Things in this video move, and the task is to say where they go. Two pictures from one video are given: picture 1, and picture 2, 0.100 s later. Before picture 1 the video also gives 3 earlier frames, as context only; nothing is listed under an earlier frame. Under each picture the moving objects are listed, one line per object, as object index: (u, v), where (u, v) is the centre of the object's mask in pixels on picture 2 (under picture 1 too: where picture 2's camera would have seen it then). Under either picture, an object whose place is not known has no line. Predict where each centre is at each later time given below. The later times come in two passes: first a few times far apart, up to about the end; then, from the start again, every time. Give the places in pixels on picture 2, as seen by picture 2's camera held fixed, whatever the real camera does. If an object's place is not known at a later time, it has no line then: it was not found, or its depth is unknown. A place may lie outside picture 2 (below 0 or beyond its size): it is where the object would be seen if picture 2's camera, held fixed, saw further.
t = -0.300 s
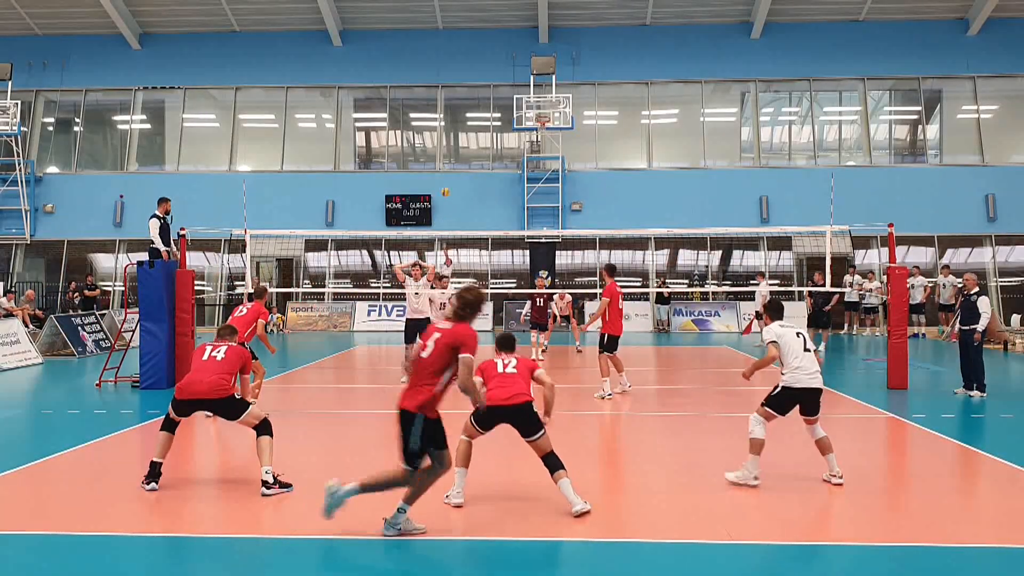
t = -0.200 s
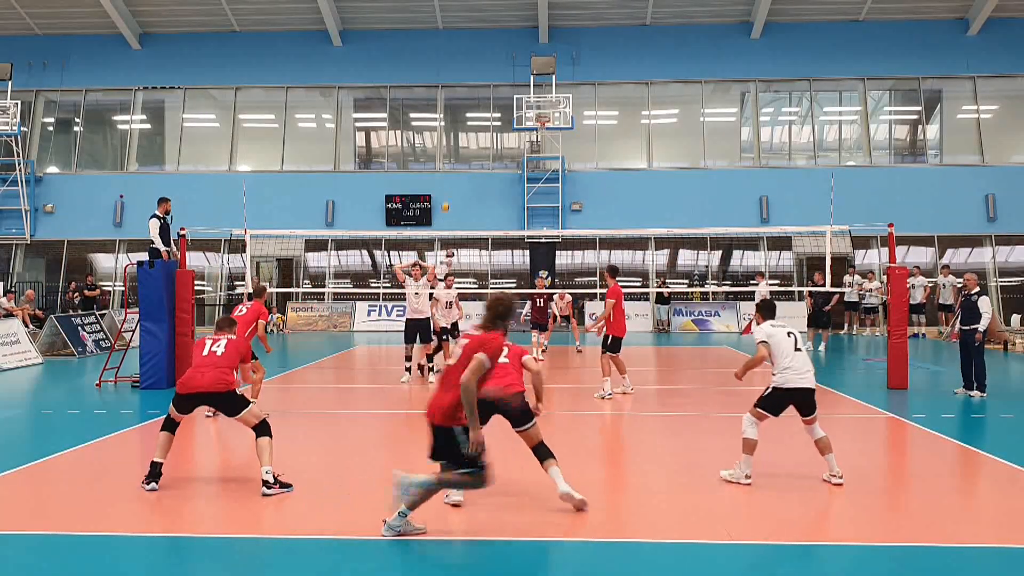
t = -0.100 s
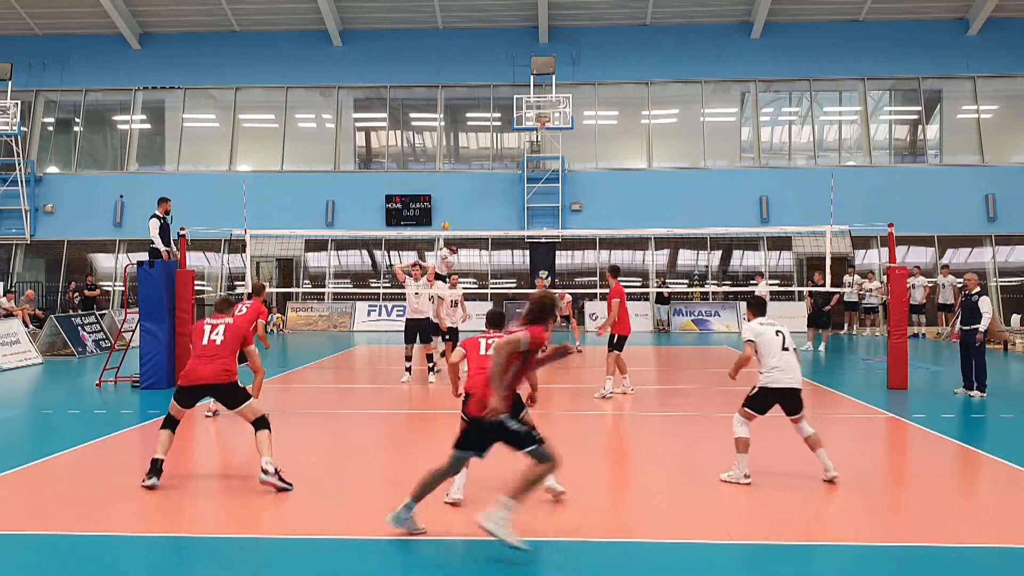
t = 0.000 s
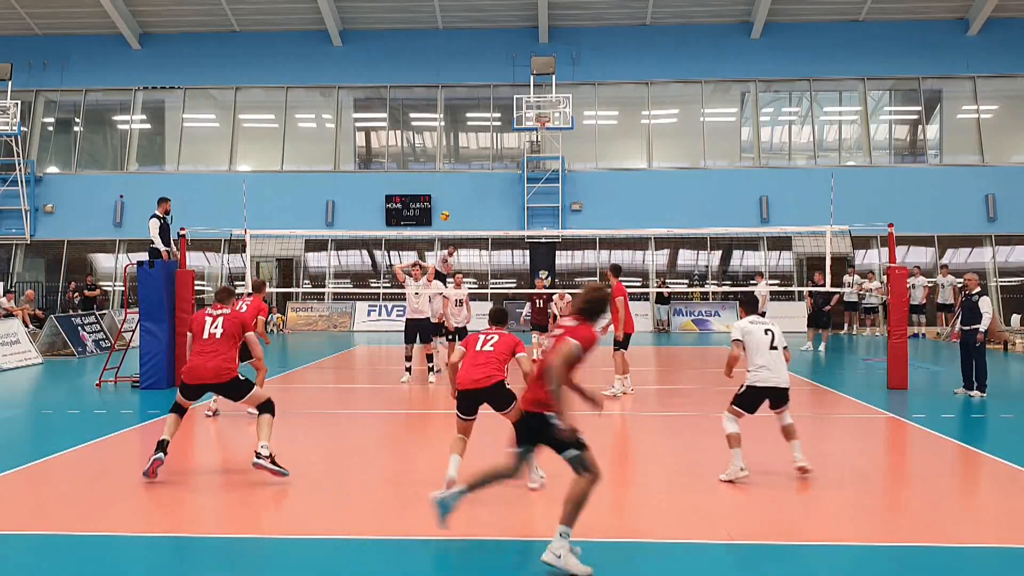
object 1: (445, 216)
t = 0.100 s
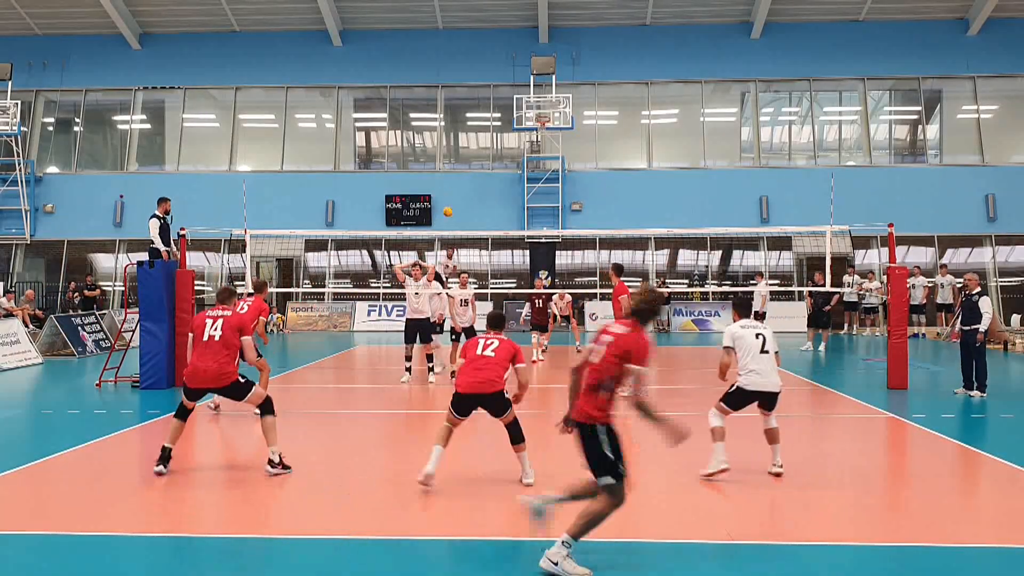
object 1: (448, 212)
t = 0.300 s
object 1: (463, 229)
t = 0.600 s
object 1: (488, 213)
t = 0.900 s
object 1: (517, 256)
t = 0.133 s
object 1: (449, 212)
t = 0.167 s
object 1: (452, 214)
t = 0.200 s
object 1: (454, 218)
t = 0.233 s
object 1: (457, 223)
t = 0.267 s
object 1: (461, 227)
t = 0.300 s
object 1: (463, 229)
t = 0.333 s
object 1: (466, 225)
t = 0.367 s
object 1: (468, 222)
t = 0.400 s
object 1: (471, 218)
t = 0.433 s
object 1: (474, 215)
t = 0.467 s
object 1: (477, 213)
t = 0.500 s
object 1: (479, 212)
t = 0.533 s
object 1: (482, 212)
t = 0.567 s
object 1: (485, 211)
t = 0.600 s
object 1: (488, 213)
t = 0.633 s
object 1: (491, 214)
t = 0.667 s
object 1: (494, 216)
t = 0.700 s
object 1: (497, 220)
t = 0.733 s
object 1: (500, 224)
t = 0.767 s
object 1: (503, 229)
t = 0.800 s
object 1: (506, 235)
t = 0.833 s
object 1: (510, 242)
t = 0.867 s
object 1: (512, 247)
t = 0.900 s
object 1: (517, 256)
